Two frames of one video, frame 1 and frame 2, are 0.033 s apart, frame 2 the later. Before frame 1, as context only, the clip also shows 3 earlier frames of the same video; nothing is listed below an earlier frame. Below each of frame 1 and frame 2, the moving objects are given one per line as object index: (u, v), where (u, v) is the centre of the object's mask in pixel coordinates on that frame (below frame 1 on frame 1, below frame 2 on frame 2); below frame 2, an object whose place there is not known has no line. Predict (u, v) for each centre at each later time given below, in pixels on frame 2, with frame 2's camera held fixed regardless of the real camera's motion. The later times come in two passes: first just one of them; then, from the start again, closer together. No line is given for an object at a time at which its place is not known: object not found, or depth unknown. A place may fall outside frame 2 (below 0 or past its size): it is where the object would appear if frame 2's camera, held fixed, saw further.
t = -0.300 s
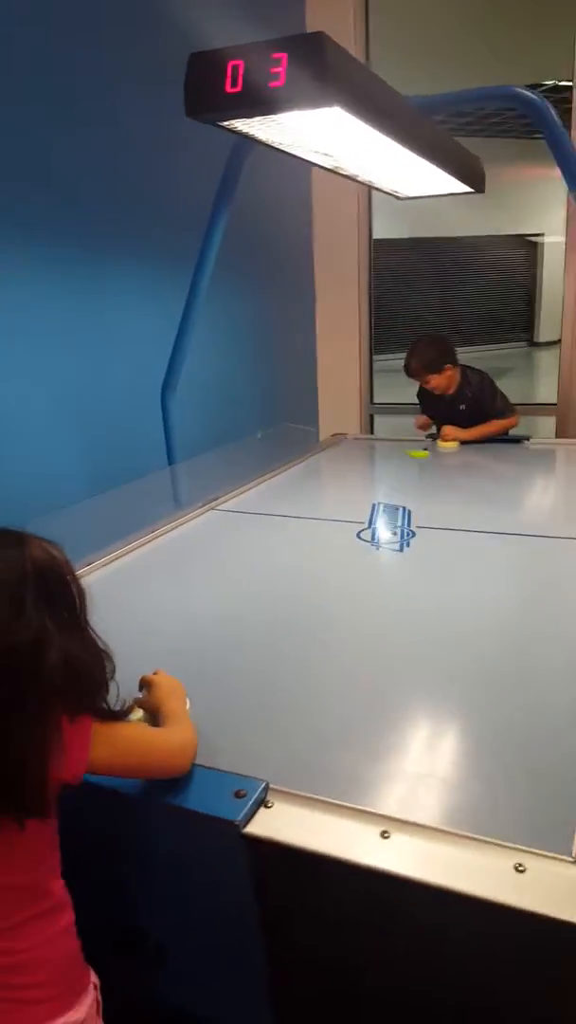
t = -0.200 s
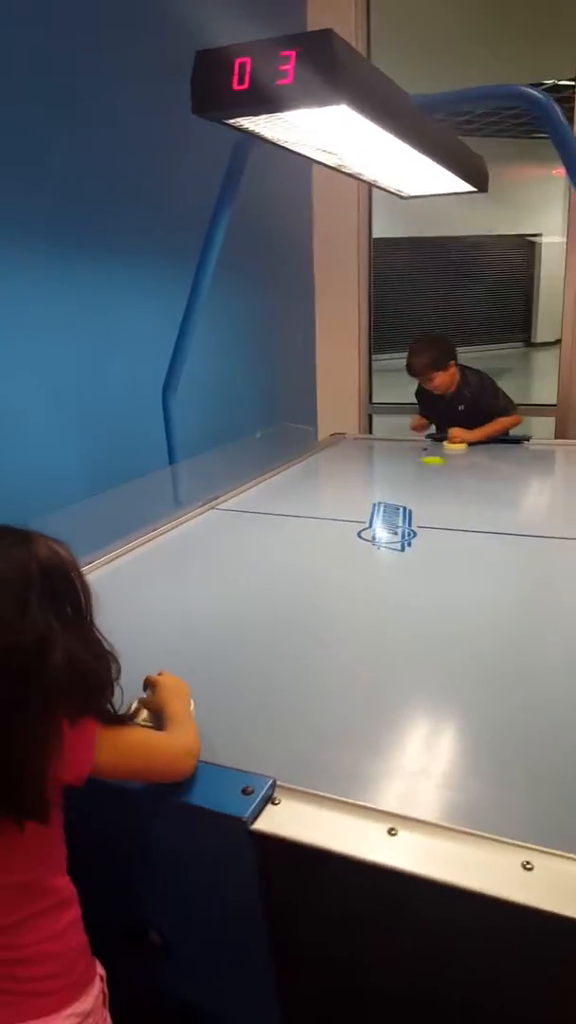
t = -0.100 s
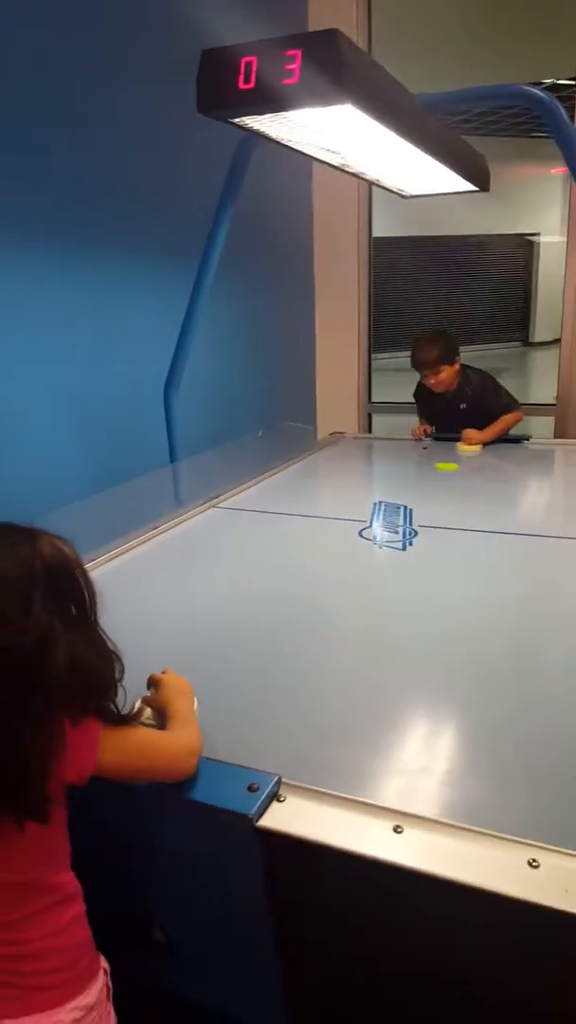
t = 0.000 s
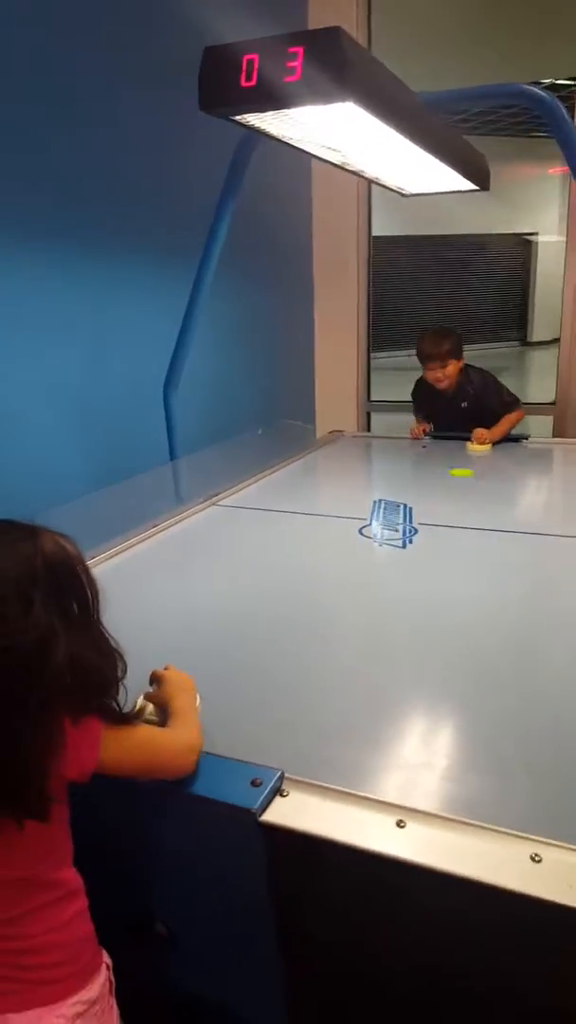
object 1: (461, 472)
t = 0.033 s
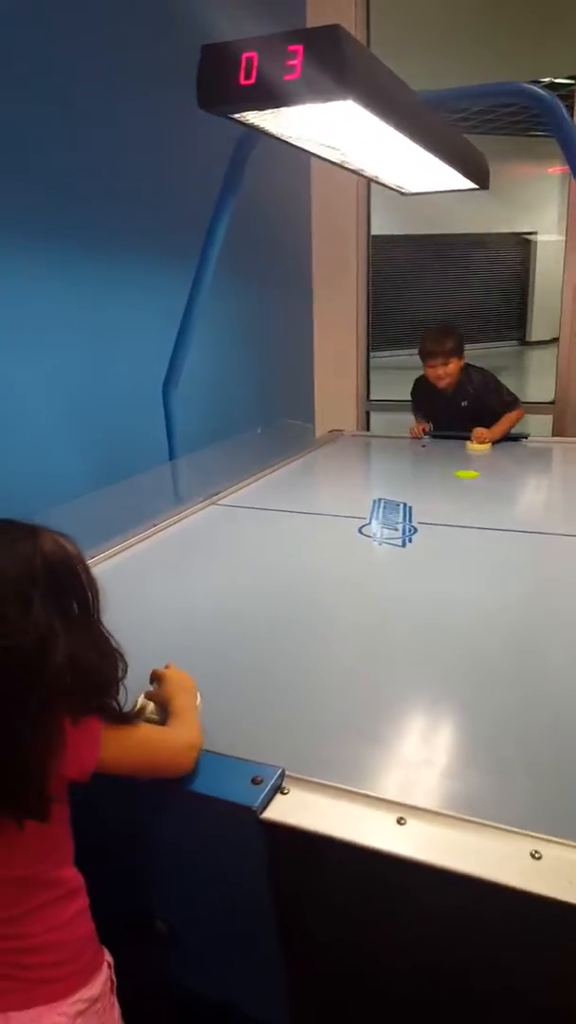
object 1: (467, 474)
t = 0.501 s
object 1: (554, 519)
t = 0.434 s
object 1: (540, 511)
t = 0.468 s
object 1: (547, 515)
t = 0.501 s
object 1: (554, 519)
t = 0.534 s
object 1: (562, 523)
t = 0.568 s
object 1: (570, 527)
